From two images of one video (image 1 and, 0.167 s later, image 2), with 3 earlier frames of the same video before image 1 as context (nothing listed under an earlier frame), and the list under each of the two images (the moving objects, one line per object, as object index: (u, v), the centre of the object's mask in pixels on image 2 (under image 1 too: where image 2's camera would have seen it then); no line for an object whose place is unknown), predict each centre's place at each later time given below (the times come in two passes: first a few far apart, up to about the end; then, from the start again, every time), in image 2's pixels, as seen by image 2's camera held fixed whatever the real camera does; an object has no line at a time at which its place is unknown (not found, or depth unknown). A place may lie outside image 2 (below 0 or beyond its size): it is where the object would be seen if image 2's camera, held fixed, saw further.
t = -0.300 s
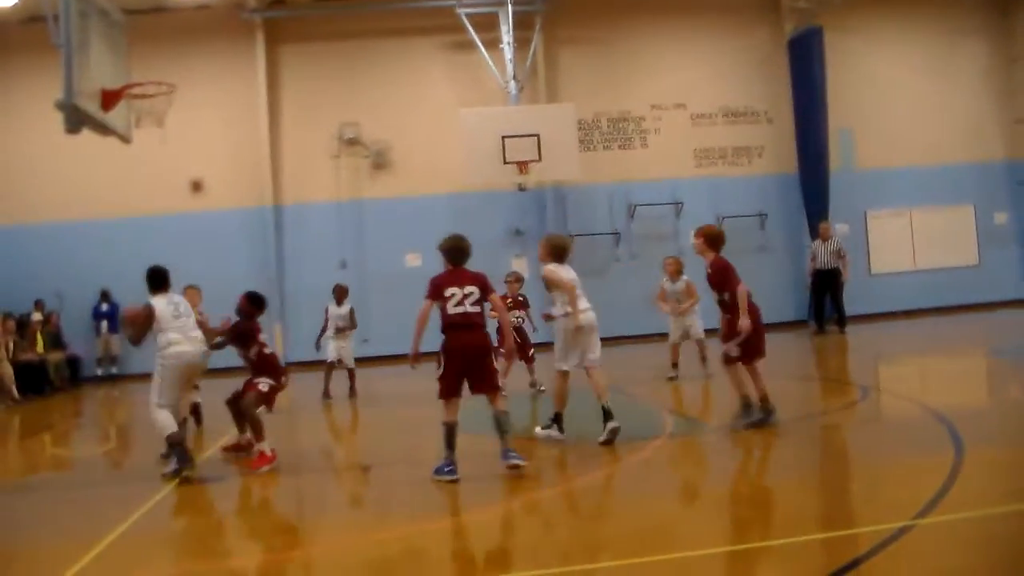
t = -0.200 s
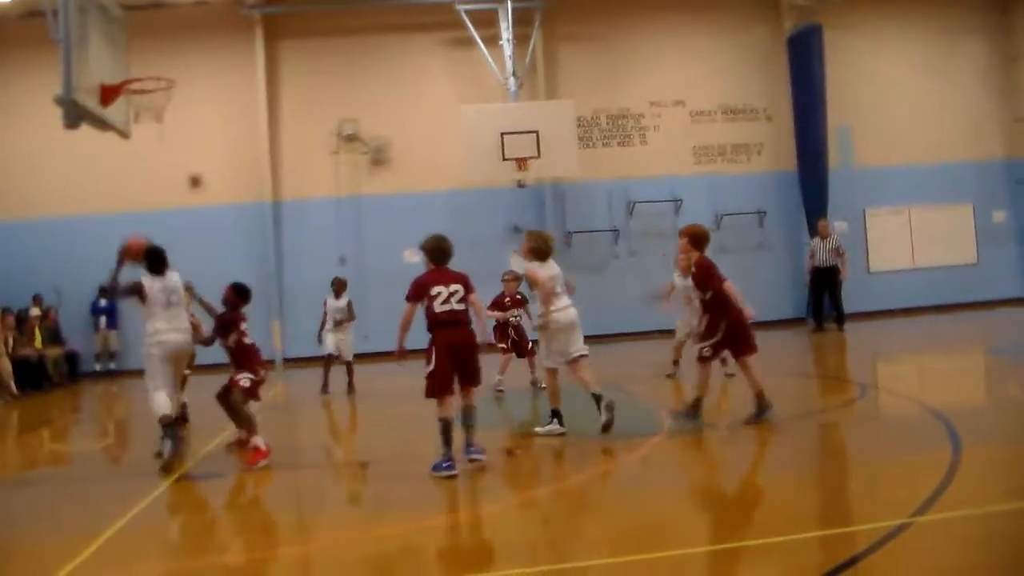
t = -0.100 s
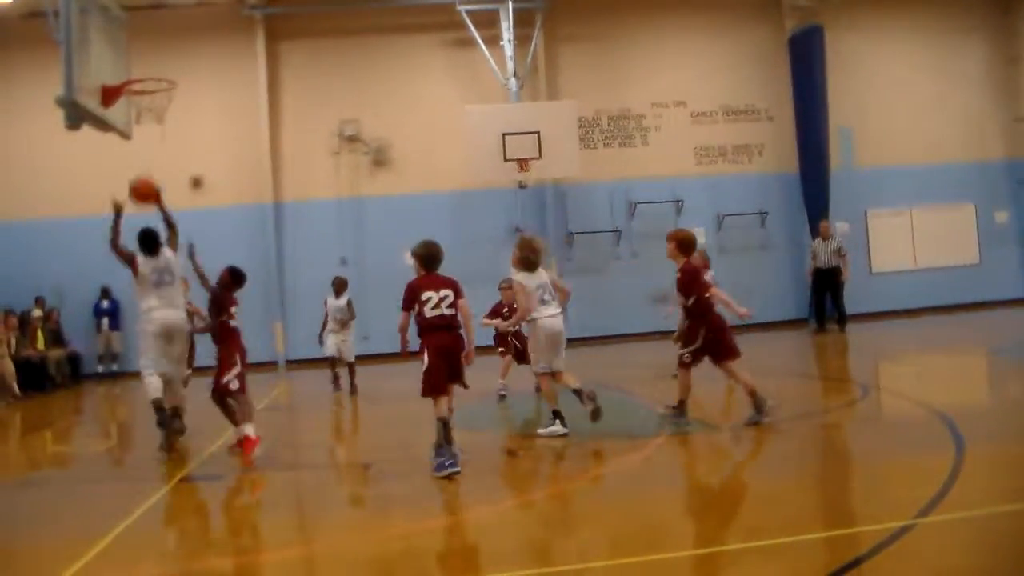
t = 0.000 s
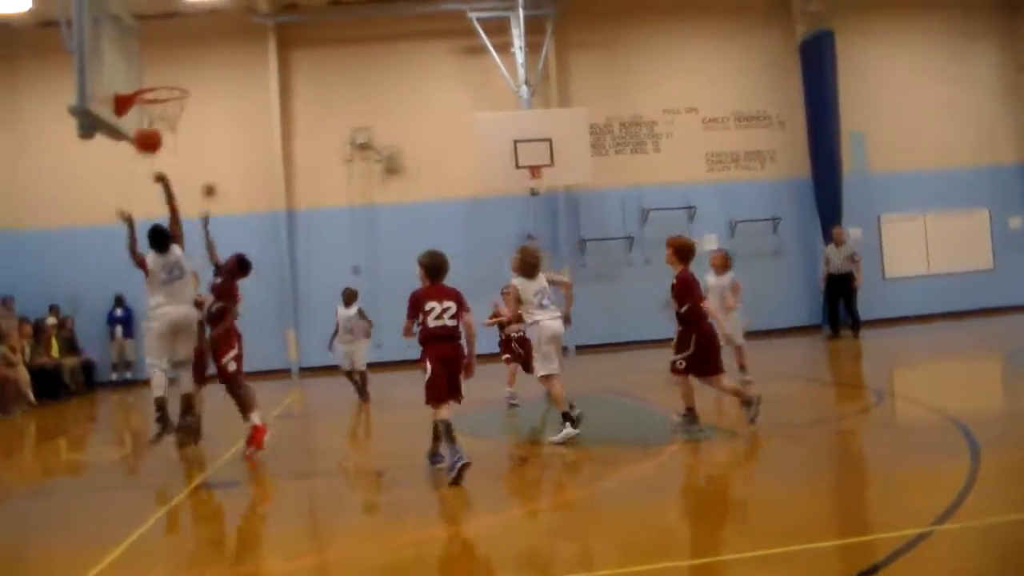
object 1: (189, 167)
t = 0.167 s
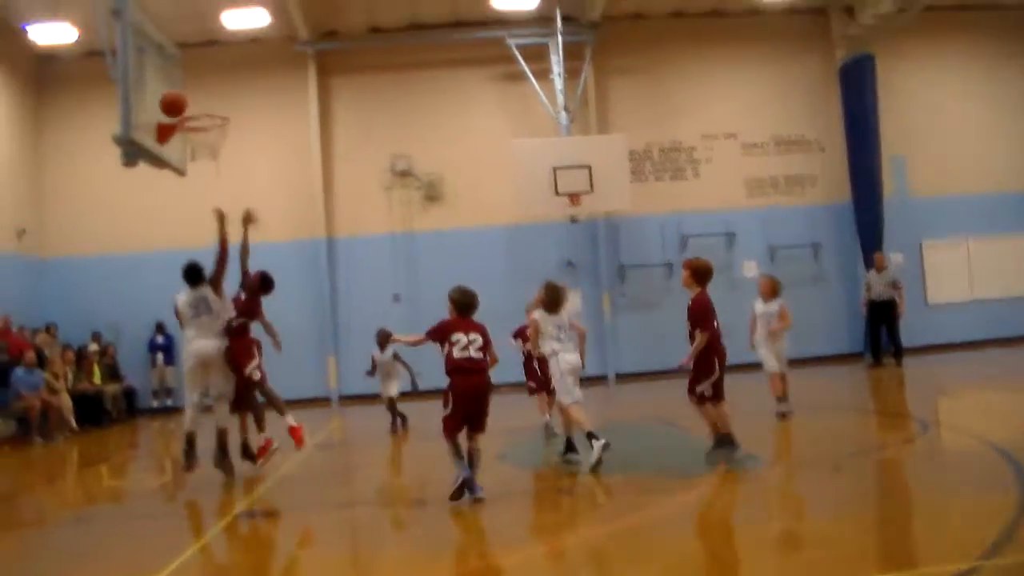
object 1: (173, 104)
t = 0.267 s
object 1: (164, 83)
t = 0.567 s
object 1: (205, 114)
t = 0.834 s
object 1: (218, 100)
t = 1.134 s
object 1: (208, 112)
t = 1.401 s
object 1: (189, 146)
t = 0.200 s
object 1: (170, 95)
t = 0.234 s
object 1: (167, 88)
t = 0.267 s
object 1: (164, 83)
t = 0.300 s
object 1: (168, 82)
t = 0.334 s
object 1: (173, 82)
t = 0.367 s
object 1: (177, 84)
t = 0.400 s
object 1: (183, 87)
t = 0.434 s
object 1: (187, 91)
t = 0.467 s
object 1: (192, 97)
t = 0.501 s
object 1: (197, 103)
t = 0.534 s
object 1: (202, 110)
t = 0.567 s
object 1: (205, 114)
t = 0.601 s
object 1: (206, 108)
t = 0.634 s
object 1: (208, 104)
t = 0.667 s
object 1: (210, 100)
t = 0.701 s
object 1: (212, 98)
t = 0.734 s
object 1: (213, 96)
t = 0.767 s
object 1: (215, 97)
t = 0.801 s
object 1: (217, 97)
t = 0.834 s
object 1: (218, 100)
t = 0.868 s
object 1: (221, 104)
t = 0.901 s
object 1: (222, 109)
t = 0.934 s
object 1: (221, 108)
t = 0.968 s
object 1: (219, 108)
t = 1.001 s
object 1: (218, 108)
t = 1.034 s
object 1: (216, 109)
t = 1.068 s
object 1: (214, 109)
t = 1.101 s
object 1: (211, 110)
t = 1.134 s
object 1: (208, 112)
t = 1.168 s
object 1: (205, 114)
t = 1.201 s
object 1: (202, 117)
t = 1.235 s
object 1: (198, 121)
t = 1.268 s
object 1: (194, 126)
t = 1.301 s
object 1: (193, 130)
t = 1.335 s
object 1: (191, 137)
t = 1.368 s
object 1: (190, 141)
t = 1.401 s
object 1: (189, 146)
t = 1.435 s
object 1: (190, 152)
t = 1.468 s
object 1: (190, 159)
